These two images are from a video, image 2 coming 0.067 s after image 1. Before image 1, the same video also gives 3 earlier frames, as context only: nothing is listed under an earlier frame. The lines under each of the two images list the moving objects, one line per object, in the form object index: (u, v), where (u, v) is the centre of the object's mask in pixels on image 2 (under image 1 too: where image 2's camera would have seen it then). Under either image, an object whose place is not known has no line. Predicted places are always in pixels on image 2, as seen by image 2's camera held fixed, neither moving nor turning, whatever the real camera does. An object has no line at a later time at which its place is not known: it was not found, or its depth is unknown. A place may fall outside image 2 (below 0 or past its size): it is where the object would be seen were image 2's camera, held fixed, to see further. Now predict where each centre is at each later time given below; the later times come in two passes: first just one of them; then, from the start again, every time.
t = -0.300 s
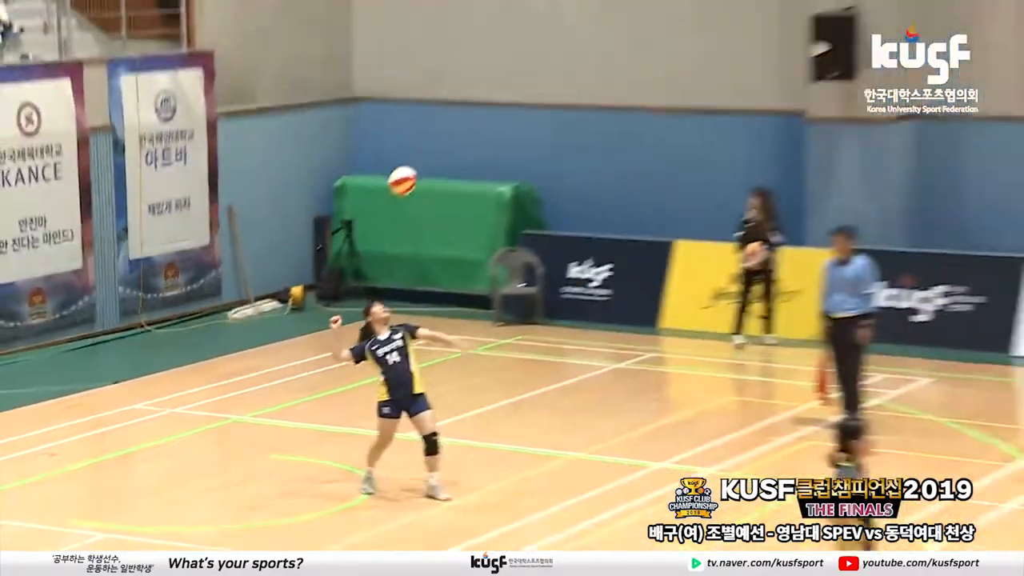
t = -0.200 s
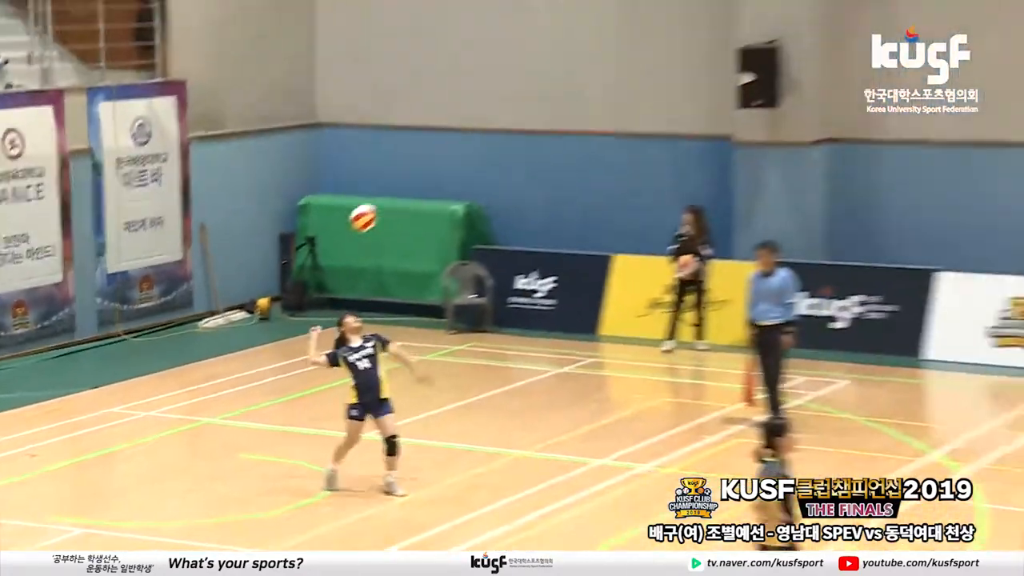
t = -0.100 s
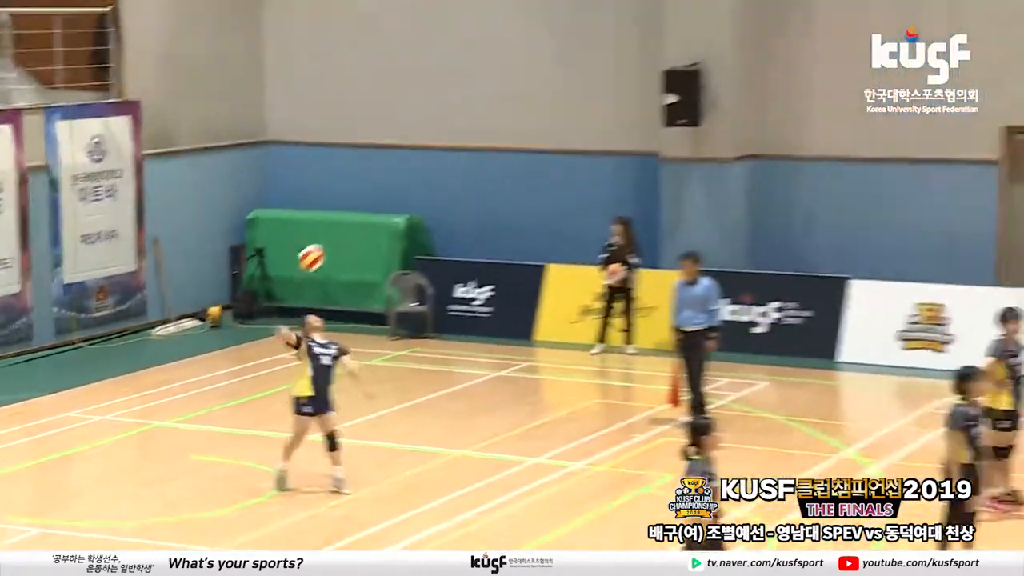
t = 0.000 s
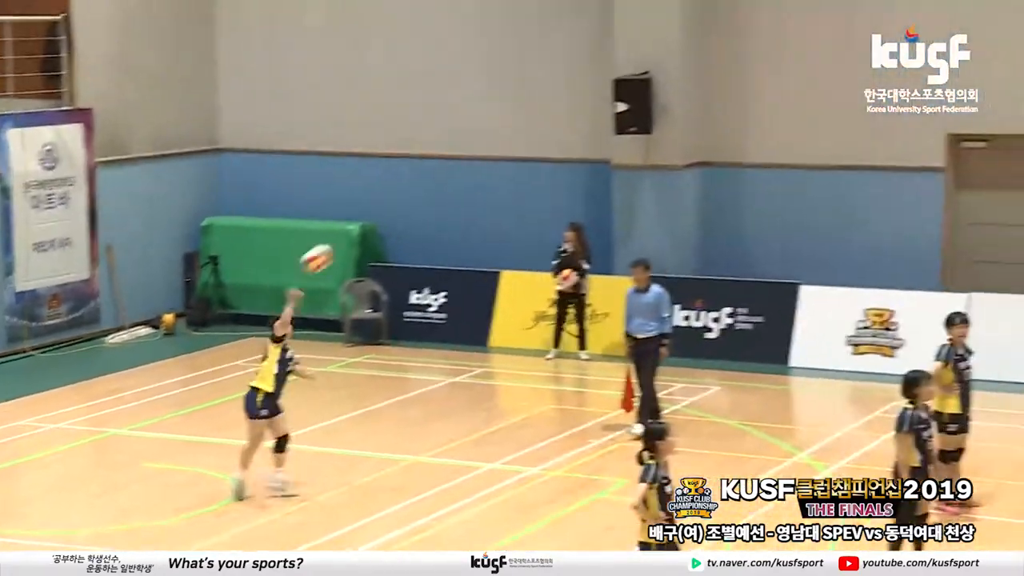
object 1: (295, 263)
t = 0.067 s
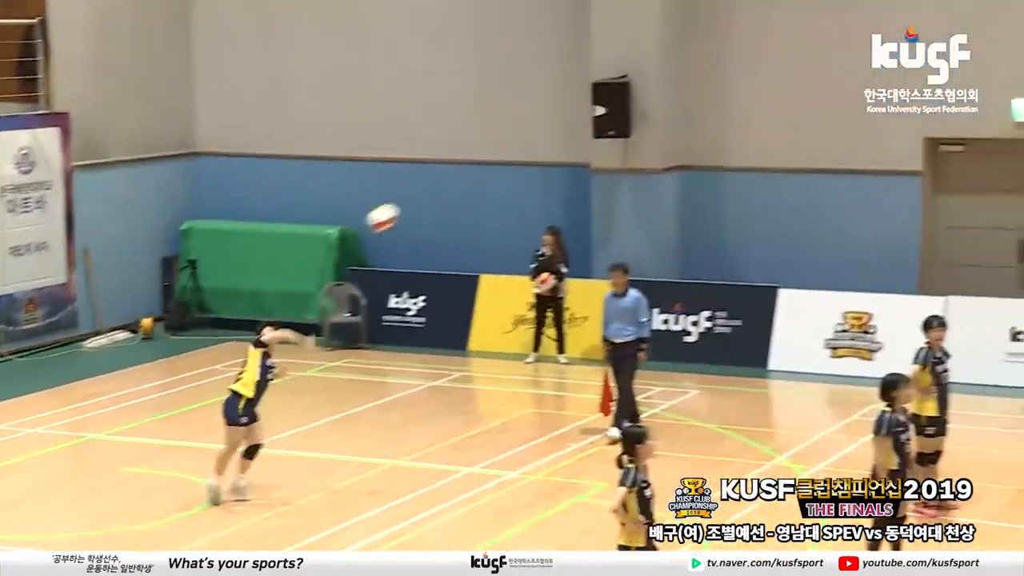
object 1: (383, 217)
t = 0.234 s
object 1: (607, 121)
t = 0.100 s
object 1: (426, 196)
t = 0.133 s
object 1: (470, 176)
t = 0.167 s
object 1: (514, 157)
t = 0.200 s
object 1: (560, 138)
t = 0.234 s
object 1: (607, 121)
